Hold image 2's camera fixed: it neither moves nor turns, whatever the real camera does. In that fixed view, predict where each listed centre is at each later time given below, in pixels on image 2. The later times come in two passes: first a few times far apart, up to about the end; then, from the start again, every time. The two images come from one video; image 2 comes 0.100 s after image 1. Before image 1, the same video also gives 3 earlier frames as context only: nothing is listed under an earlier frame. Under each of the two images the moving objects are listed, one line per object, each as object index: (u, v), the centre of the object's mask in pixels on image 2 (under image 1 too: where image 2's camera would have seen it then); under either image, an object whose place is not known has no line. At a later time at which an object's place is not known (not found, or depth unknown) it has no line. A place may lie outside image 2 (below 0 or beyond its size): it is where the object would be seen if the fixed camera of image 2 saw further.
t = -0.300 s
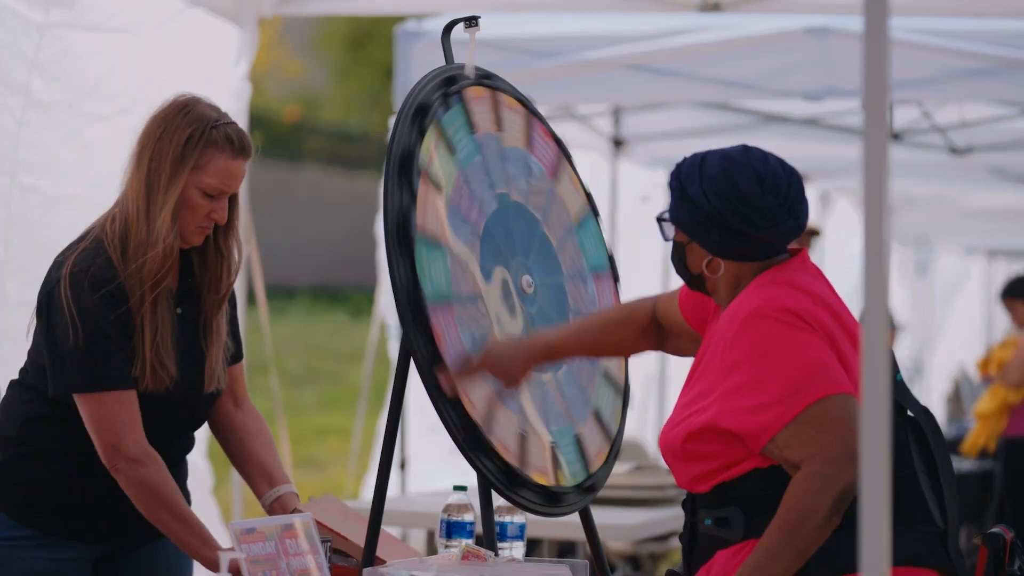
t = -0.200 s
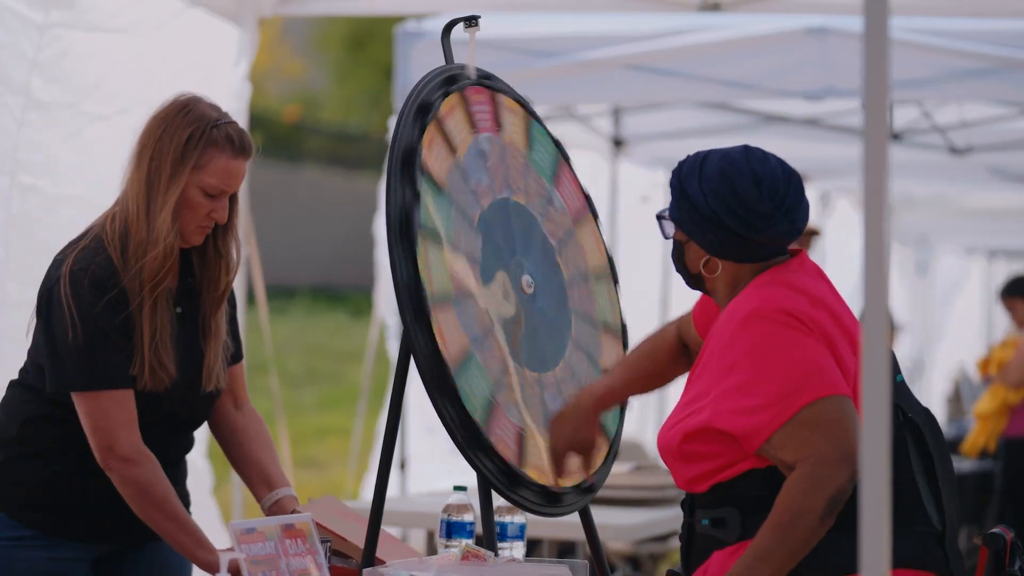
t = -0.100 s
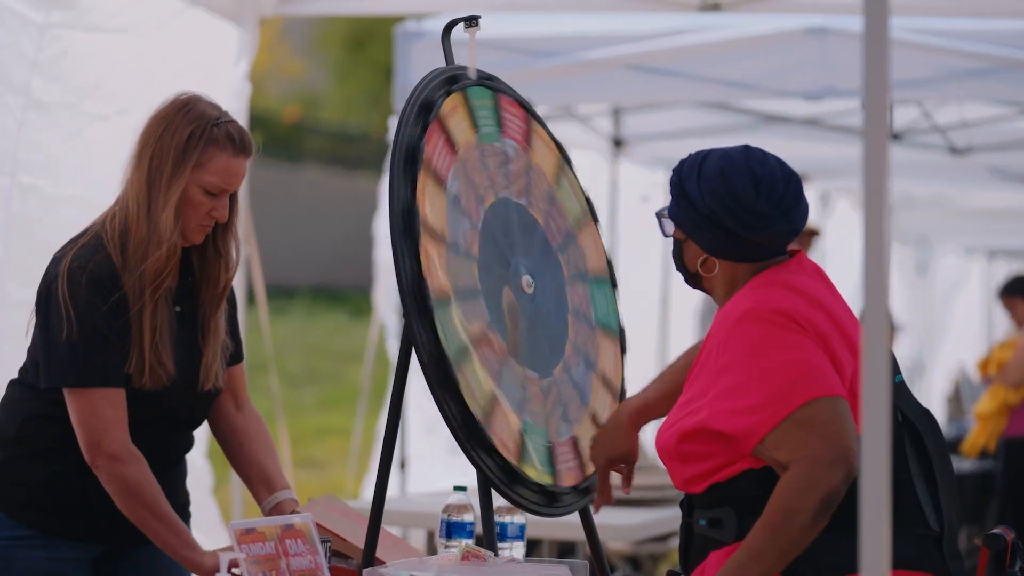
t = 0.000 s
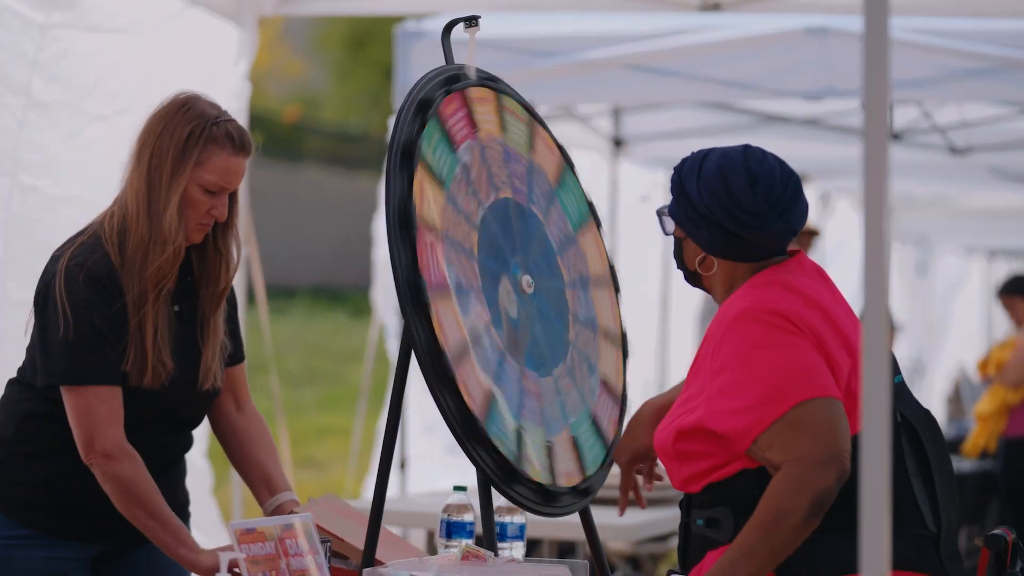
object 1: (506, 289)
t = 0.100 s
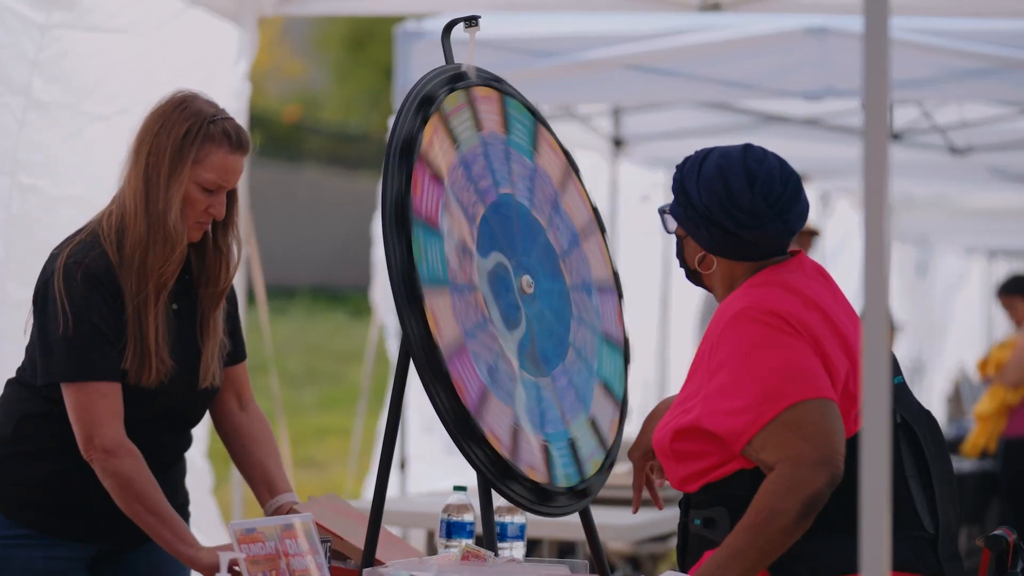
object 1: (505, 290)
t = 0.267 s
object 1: (506, 291)
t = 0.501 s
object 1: (506, 290)
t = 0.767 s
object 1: (506, 291)
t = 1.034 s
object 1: (504, 281)
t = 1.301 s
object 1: (504, 281)
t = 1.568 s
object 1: (500, 277)
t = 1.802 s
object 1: (500, 282)
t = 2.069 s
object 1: (506, 290)
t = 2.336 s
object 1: (505, 291)
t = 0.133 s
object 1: (506, 290)
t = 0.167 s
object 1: (506, 291)
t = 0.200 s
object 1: (506, 291)
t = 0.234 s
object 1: (506, 291)
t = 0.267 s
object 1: (506, 291)
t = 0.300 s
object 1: (506, 291)
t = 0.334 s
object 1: (506, 291)
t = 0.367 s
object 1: (506, 290)
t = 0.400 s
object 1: (506, 290)
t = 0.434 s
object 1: (506, 290)
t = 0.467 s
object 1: (506, 290)
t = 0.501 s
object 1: (506, 290)
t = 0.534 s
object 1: (506, 290)
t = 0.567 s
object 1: (506, 290)
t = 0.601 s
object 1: (506, 290)
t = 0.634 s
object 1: (505, 290)
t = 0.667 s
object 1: (505, 290)
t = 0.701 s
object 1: (505, 291)
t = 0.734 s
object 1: (506, 291)
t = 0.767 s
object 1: (506, 291)
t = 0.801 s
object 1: (506, 290)
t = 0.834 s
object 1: (506, 289)
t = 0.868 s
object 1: (506, 288)
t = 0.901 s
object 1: (506, 287)
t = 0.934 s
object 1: (505, 285)
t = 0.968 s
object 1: (505, 284)
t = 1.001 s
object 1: (505, 282)
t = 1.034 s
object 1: (504, 281)
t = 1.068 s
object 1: (504, 281)
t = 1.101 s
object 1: (503, 281)
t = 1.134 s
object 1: (503, 281)
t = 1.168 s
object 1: (503, 281)
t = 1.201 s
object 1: (503, 282)
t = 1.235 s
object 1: (504, 282)
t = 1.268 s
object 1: (504, 282)
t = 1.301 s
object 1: (504, 281)
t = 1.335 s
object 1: (503, 280)
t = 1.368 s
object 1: (503, 279)
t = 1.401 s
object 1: (503, 278)
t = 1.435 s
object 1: (502, 277)
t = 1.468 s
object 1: (502, 276)
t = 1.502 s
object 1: (501, 276)
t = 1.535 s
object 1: (501, 276)
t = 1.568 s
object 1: (500, 277)
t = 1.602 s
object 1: (500, 277)
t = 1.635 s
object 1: (500, 278)
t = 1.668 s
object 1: (500, 279)
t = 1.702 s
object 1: (500, 280)
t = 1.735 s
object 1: (499, 280)
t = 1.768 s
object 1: (499, 281)
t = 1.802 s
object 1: (500, 282)
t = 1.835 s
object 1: (500, 283)
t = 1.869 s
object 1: (501, 284)
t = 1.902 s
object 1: (502, 286)
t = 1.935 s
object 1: (504, 288)
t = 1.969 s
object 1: (505, 289)
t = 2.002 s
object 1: (505, 290)
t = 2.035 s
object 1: (506, 290)
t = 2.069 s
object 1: (506, 290)
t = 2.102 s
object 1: (506, 290)
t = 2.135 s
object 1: (506, 290)
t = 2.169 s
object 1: (506, 290)
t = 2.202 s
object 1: (505, 290)
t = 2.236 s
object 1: (505, 290)
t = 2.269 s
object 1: (505, 290)
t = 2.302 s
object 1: (505, 291)
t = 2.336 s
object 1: (505, 291)
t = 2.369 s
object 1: (506, 291)
